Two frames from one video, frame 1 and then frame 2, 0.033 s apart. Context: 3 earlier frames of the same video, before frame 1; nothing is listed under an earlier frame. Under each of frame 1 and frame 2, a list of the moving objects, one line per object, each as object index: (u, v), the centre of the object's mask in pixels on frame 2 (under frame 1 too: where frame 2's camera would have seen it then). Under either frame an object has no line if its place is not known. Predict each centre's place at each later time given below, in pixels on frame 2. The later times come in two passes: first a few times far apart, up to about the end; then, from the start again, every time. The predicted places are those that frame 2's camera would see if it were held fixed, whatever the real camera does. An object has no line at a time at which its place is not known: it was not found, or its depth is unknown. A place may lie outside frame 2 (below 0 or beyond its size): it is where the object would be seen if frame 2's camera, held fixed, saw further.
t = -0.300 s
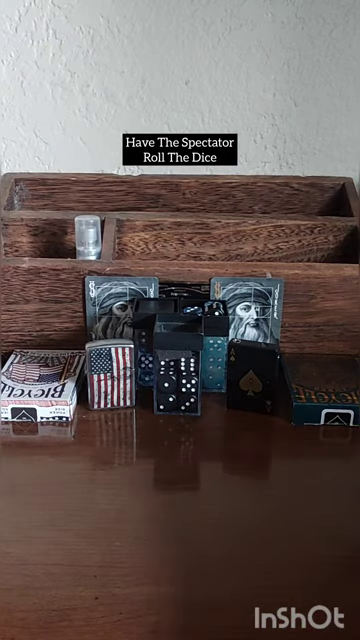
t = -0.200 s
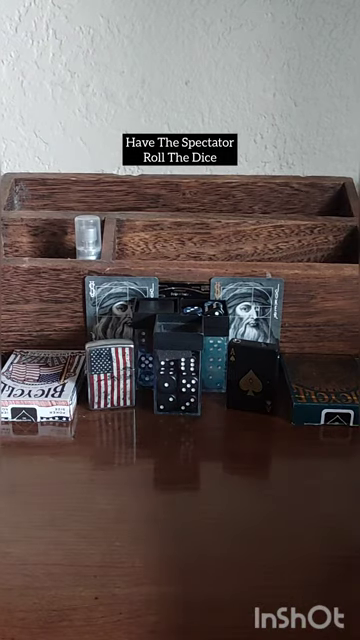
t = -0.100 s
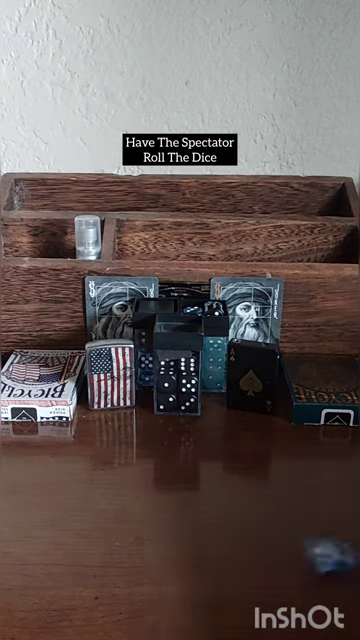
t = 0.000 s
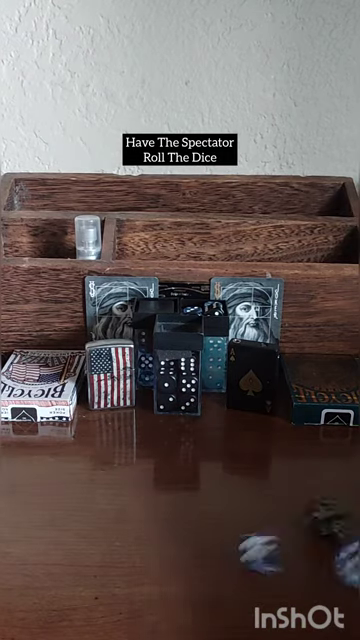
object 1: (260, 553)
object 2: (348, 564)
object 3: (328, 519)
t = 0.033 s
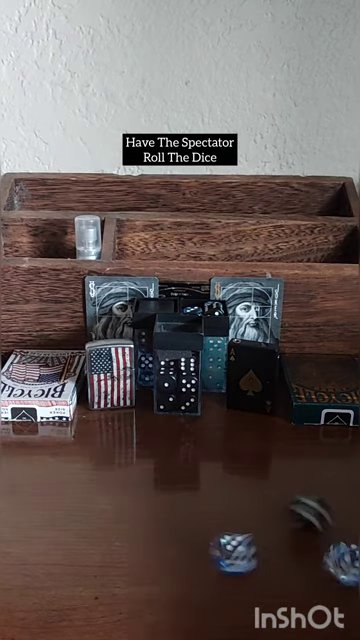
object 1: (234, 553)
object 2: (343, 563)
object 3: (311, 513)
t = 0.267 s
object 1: (141, 572)
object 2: (294, 555)
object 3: (188, 470)
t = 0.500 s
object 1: (116, 609)
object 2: (271, 556)
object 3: (131, 452)
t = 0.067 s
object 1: (217, 553)
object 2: (337, 565)
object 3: (286, 508)
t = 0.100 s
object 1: (201, 556)
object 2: (328, 565)
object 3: (266, 501)
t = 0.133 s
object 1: (187, 557)
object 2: (318, 563)
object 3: (249, 496)
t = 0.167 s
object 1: (172, 560)
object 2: (312, 561)
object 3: (235, 491)
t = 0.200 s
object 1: (162, 561)
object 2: (305, 558)
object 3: (218, 483)
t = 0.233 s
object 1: (150, 566)
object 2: (301, 557)
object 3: (203, 478)
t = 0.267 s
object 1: (141, 572)
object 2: (294, 555)
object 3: (188, 470)
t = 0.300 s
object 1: (133, 576)
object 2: (290, 554)
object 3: (174, 468)
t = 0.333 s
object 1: (125, 581)
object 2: (286, 553)
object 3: (163, 463)
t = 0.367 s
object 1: (120, 585)
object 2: (279, 552)
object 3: (152, 461)
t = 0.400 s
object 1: (116, 591)
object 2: (275, 553)
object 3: (146, 458)
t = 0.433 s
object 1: (115, 598)
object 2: (272, 554)
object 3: (140, 456)
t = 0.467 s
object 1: (113, 605)
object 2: (270, 555)
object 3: (135, 454)
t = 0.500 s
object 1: (116, 609)
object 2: (271, 556)
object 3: (131, 452)
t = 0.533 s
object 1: (115, 614)
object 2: (272, 557)
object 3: (127, 452)
